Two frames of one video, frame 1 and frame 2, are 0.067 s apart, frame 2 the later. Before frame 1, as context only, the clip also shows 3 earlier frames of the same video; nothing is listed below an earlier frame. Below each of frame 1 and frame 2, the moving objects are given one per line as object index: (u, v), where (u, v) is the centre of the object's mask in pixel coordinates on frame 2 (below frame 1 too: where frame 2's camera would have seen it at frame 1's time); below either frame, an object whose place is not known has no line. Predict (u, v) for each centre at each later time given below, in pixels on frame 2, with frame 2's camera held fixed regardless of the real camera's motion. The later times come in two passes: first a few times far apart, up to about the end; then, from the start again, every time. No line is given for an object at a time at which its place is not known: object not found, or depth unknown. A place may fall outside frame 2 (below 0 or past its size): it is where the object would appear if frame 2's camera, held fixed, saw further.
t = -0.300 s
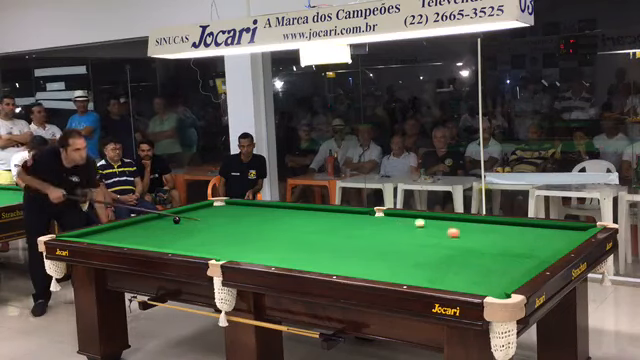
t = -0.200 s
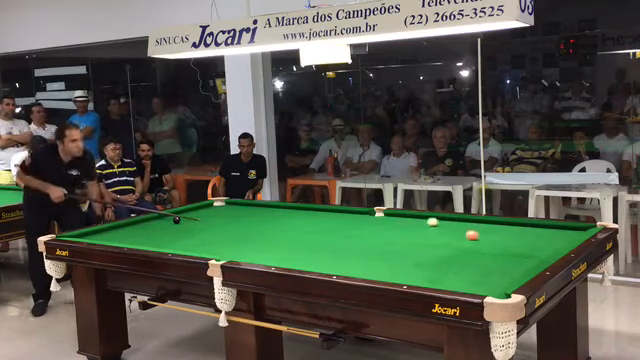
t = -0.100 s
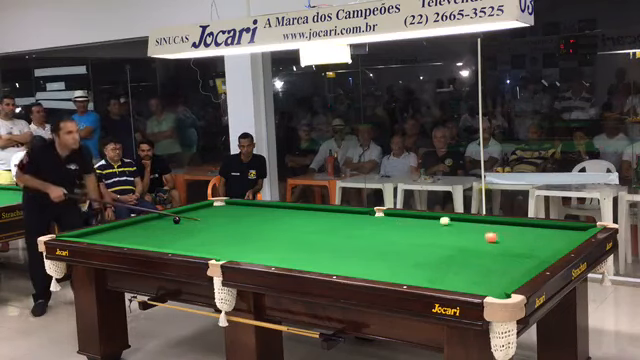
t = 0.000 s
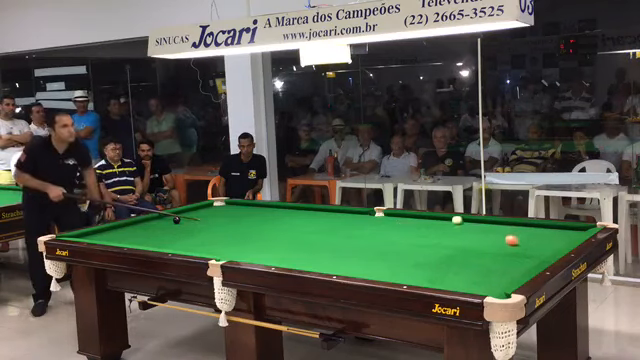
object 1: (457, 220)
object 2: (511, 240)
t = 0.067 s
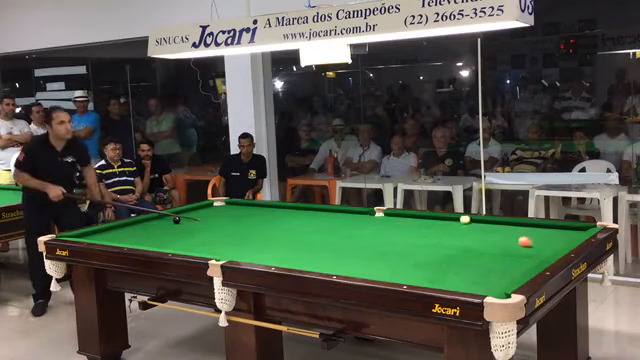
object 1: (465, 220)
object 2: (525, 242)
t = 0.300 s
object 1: (476, 222)
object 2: (548, 245)
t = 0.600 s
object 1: (491, 226)
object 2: (505, 243)
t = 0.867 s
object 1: (504, 229)
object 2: (472, 240)
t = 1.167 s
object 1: (518, 233)
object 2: (438, 238)
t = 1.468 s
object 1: (532, 237)
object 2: (406, 236)
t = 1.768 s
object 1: (545, 240)
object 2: (378, 234)
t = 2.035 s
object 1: (556, 243)
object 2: (356, 232)
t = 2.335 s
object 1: (556, 244)
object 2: (332, 231)
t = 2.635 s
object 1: (548, 245)
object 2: (311, 230)
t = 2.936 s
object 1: (542, 246)
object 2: (293, 228)
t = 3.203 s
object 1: (537, 246)
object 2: (278, 228)
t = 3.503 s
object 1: (535, 246)
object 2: (262, 226)
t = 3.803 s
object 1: (534, 246)
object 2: (248, 226)
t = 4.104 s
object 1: (535, 246)
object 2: (236, 225)
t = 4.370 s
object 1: (535, 246)
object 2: (226, 224)
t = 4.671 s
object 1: (535, 247)
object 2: (216, 224)
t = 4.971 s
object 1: (535, 246)
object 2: (207, 223)
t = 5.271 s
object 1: (535, 247)
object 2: (199, 223)
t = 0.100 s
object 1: (467, 220)
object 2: (532, 243)
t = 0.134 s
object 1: (468, 220)
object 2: (539, 243)
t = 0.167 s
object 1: (470, 220)
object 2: (546, 245)
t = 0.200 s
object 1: (472, 221)
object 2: (553, 245)
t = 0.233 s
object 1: (473, 221)
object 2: (559, 245)
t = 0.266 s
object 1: (475, 222)
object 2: (554, 245)
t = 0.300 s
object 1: (476, 222)
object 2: (548, 245)
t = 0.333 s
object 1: (478, 222)
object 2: (543, 245)
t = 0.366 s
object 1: (480, 223)
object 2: (537, 245)
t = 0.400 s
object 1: (481, 223)
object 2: (532, 245)
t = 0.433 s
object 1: (483, 224)
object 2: (528, 244)
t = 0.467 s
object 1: (485, 224)
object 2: (523, 244)
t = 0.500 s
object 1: (486, 225)
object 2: (519, 244)
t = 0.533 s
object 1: (488, 225)
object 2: (514, 243)
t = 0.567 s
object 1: (490, 225)
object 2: (510, 243)
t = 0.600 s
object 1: (491, 226)
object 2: (505, 243)
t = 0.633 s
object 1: (493, 227)
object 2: (501, 242)
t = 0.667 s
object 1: (495, 227)
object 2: (497, 242)
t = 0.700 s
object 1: (496, 227)
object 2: (493, 242)
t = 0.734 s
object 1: (498, 228)
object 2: (488, 241)
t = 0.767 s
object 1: (500, 228)
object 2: (484, 241)
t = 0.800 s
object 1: (501, 229)
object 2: (480, 241)
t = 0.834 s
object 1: (503, 229)
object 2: (476, 240)
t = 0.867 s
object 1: (504, 229)
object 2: (472, 240)
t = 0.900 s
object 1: (506, 230)
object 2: (468, 240)
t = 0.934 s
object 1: (507, 231)
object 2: (464, 240)
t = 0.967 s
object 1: (509, 231)
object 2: (460, 239)
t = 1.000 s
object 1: (510, 231)
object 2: (456, 239)
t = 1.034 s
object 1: (512, 231)
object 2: (452, 239)
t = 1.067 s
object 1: (514, 232)
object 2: (449, 239)
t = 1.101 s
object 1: (515, 232)
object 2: (444, 239)
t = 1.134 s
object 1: (517, 233)
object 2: (441, 238)
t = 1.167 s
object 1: (518, 233)
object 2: (438, 238)
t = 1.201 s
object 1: (520, 233)
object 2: (434, 238)
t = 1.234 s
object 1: (521, 234)
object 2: (430, 237)
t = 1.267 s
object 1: (523, 234)
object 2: (427, 237)
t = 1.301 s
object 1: (524, 235)
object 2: (423, 237)
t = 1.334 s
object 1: (526, 235)
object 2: (420, 237)
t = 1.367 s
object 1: (527, 235)
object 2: (416, 236)
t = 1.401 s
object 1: (529, 236)
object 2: (413, 236)
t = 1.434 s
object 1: (531, 236)
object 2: (410, 236)
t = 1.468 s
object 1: (532, 237)
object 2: (406, 236)
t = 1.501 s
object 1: (534, 237)
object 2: (403, 235)
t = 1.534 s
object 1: (535, 238)
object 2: (400, 235)
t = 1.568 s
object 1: (537, 238)
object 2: (397, 235)
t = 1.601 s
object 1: (538, 238)
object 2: (394, 235)
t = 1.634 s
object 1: (539, 239)
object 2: (390, 235)
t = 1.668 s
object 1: (541, 239)
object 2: (388, 235)
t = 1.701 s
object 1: (542, 240)
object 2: (384, 234)
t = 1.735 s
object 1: (544, 240)
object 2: (381, 234)
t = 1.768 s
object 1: (545, 240)
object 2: (378, 234)
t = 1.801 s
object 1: (547, 241)
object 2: (375, 234)
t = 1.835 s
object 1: (548, 241)
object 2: (372, 234)
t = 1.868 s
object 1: (550, 242)
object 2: (369, 233)
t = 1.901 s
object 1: (551, 242)
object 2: (367, 233)
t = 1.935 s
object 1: (552, 242)
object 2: (364, 233)
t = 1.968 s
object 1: (554, 243)
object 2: (361, 233)
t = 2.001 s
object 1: (555, 243)
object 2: (359, 233)
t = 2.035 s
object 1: (556, 243)
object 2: (356, 232)
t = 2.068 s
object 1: (557, 243)
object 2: (353, 232)
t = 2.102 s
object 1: (558, 244)
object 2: (350, 232)
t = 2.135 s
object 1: (560, 244)
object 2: (348, 232)
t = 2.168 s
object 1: (561, 244)
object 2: (345, 232)
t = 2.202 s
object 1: (560, 244)
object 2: (343, 232)
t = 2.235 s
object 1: (560, 244)
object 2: (340, 232)
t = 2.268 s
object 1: (558, 244)
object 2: (337, 231)
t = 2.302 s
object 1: (557, 244)
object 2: (335, 231)
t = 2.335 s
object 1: (556, 244)
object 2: (332, 231)
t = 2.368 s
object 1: (555, 244)
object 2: (330, 231)
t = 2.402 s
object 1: (554, 245)
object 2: (328, 231)
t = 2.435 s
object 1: (553, 245)
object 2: (325, 230)
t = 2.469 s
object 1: (553, 245)
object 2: (323, 230)
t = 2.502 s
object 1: (552, 245)
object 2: (320, 230)
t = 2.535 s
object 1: (551, 245)
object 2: (318, 230)
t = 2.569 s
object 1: (550, 245)
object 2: (316, 230)
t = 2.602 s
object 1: (549, 245)
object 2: (314, 230)
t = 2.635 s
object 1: (548, 245)
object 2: (311, 230)
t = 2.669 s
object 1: (547, 245)
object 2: (309, 229)
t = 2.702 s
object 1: (546, 245)
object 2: (307, 230)
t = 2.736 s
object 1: (546, 245)
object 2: (305, 229)
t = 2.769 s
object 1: (545, 245)
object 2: (303, 229)
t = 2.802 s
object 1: (545, 246)
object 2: (301, 229)
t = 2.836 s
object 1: (544, 246)
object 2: (299, 229)
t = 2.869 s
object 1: (543, 246)
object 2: (297, 228)
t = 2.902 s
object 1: (543, 246)
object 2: (295, 228)
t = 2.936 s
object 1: (542, 246)
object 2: (293, 228)
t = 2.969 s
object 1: (541, 246)
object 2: (291, 228)
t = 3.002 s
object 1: (541, 246)
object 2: (289, 228)
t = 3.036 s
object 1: (540, 246)
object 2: (287, 228)
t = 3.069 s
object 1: (540, 246)
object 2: (285, 228)
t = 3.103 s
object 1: (539, 246)
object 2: (283, 228)
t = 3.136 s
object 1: (539, 246)
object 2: (281, 228)
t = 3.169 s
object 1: (538, 246)
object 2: (279, 228)
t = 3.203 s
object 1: (537, 246)
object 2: (278, 228)
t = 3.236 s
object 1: (537, 246)
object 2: (276, 228)
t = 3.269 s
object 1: (537, 246)
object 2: (274, 227)
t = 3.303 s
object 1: (536, 246)
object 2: (272, 227)
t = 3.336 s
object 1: (536, 246)
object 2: (271, 227)
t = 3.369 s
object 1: (536, 246)
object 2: (269, 227)
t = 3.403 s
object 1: (535, 246)
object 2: (267, 227)
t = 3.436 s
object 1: (535, 246)
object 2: (265, 227)
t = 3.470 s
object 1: (535, 246)
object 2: (264, 227)
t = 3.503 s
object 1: (535, 246)
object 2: (262, 226)
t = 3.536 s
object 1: (535, 246)
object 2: (261, 226)
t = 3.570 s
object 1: (535, 246)
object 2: (259, 226)
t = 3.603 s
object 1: (534, 246)
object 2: (257, 226)
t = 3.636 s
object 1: (534, 246)
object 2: (256, 226)
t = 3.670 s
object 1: (534, 246)
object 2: (254, 226)
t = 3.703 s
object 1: (534, 246)
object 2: (253, 226)
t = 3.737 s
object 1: (534, 246)
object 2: (251, 226)
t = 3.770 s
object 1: (534, 246)
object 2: (250, 226)
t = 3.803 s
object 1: (534, 246)
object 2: (248, 226)
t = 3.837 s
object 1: (534, 246)
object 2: (247, 225)
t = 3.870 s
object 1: (535, 246)
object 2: (245, 225)
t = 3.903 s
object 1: (535, 246)
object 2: (244, 225)
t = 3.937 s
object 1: (535, 246)
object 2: (242, 225)
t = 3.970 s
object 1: (535, 246)
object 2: (241, 225)
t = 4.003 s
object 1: (535, 246)
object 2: (240, 225)
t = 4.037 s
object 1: (535, 246)
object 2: (239, 225)
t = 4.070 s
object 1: (535, 246)
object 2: (237, 225)
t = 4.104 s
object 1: (535, 246)
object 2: (236, 225)
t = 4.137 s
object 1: (535, 246)
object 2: (235, 225)
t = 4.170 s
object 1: (535, 247)
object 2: (233, 225)
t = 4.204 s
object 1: (535, 246)
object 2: (232, 225)
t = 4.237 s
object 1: (535, 246)
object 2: (231, 225)
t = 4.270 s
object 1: (535, 246)
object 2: (230, 224)
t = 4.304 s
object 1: (535, 246)
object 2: (228, 224)
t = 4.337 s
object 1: (535, 246)
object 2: (227, 224)
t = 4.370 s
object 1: (535, 246)
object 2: (226, 224)
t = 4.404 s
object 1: (535, 246)
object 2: (224, 224)
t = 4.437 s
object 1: (535, 246)
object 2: (223, 224)
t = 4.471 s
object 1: (535, 246)
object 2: (222, 224)
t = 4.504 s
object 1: (535, 246)
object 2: (221, 224)
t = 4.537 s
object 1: (535, 246)
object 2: (220, 224)
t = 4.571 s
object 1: (535, 246)
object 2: (219, 224)
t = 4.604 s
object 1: (535, 246)
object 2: (218, 224)
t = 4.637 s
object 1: (535, 246)
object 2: (217, 224)
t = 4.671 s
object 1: (535, 247)
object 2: (216, 224)
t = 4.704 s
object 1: (535, 246)
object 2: (215, 224)
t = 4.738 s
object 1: (535, 246)
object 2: (213, 224)
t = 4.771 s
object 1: (535, 246)
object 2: (212, 224)
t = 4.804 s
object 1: (535, 246)
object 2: (212, 223)
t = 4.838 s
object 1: (535, 246)
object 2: (211, 223)
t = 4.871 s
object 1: (535, 246)
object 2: (210, 223)
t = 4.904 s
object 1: (535, 246)
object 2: (209, 223)
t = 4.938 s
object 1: (535, 247)
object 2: (208, 223)
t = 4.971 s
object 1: (535, 246)
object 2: (207, 223)
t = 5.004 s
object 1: (535, 246)
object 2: (206, 223)
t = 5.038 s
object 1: (535, 247)
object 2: (205, 223)
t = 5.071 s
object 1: (535, 247)
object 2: (204, 223)
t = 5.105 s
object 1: (535, 246)
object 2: (203, 223)
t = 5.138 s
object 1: (535, 246)
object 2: (202, 223)
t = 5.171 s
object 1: (535, 246)
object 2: (201, 223)
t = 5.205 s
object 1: (535, 247)
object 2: (201, 223)
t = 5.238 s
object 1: (535, 247)
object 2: (200, 223)
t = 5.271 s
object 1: (535, 247)
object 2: (199, 223)
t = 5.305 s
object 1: (535, 247)
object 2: (198, 223)
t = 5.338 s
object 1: (535, 247)
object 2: (197, 223)
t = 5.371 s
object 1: (535, 246)
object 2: (196, 223)
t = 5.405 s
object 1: (533, 245)
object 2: (196, 223)
